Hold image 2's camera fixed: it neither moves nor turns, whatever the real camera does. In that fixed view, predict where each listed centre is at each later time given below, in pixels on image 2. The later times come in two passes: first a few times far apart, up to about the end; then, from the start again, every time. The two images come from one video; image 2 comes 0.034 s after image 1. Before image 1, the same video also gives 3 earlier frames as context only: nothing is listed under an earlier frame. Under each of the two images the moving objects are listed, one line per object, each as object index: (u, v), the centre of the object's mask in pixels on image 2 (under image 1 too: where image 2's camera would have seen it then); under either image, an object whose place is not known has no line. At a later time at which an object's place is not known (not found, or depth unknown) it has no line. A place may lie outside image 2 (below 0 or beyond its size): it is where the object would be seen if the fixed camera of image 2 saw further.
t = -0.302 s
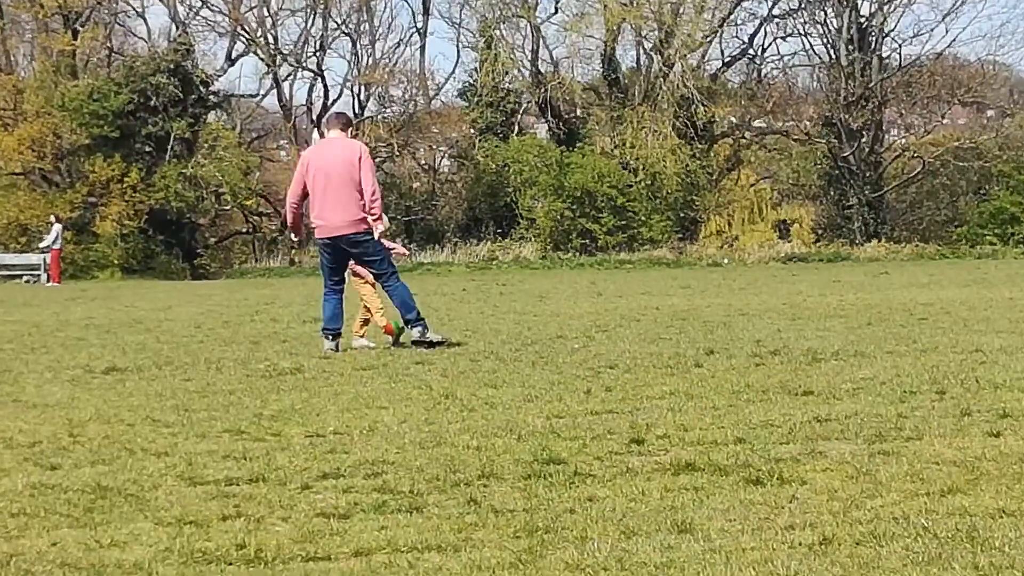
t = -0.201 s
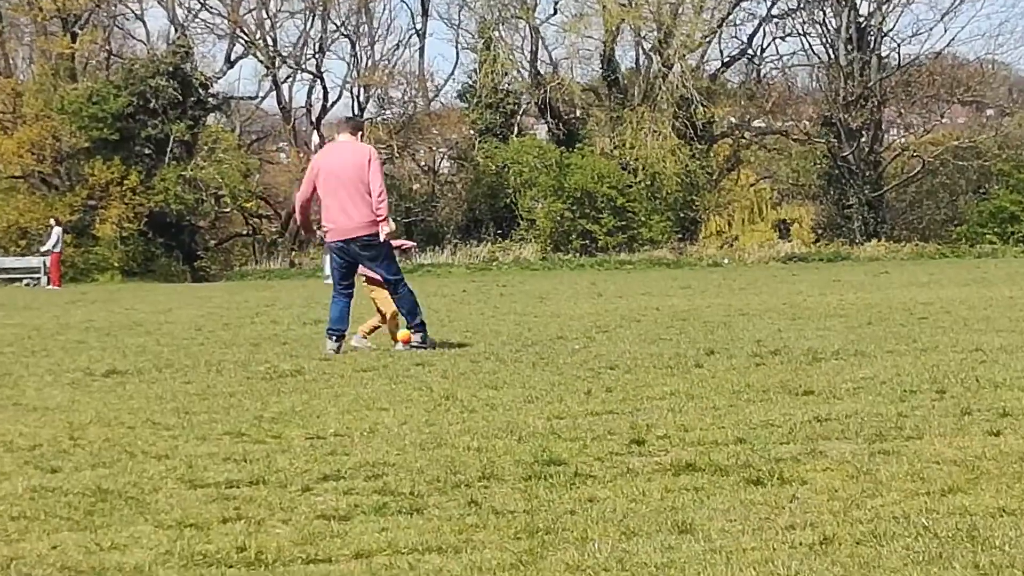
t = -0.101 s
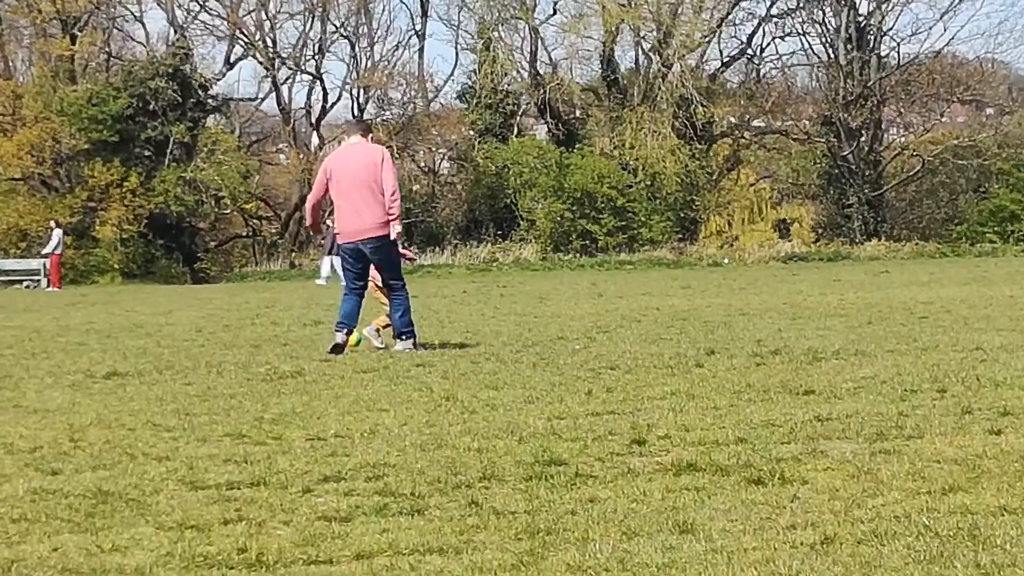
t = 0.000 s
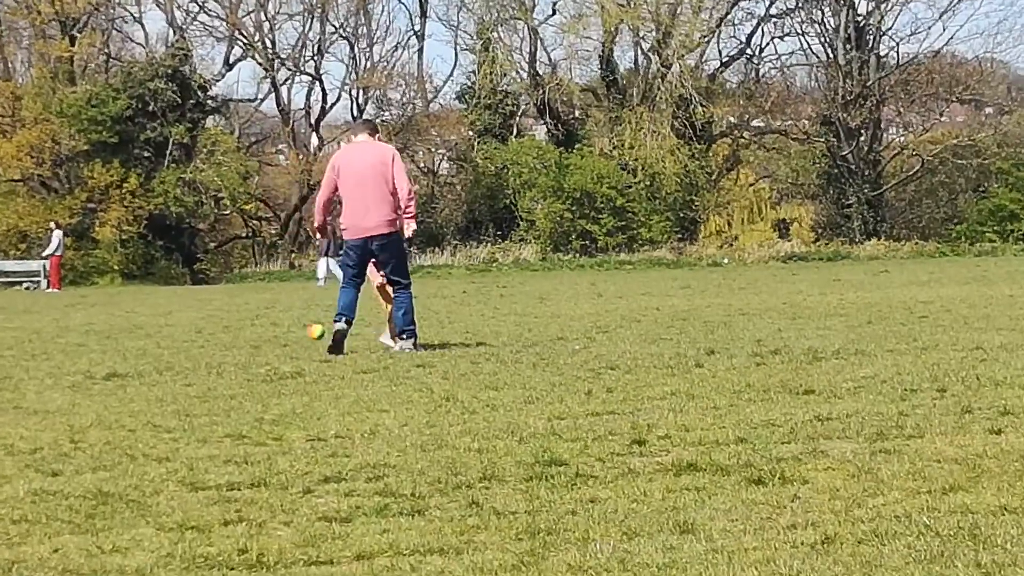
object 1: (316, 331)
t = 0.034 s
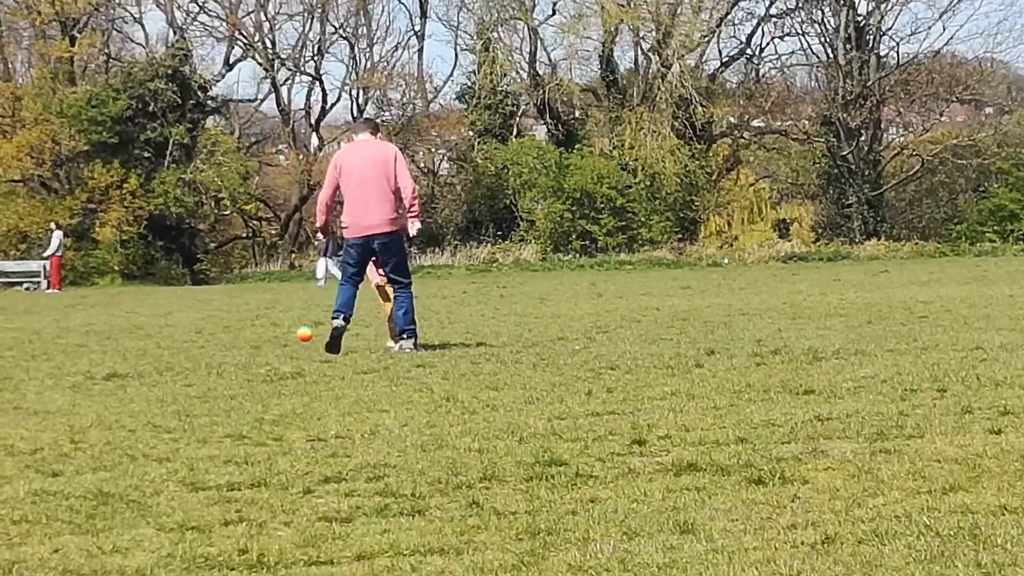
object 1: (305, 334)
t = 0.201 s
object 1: (248, 347)
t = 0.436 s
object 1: (177, 345)
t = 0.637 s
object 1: (120, 358)
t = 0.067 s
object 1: (293, 335)
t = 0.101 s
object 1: (281, 339)
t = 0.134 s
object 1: (271, 344)
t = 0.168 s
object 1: (260, 350)
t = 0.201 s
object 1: (248, 347)
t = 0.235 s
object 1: (238, 343)
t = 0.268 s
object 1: (229, 340)
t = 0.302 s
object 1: (216, 338)
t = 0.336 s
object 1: (206, 337)
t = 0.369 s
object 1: (197, 340)
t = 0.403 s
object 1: (189, 341)
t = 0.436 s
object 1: (177, 345)
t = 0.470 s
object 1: (166, 353)
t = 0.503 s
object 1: (159, 354)
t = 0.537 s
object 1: (148, 354)
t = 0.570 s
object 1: (139, 355)
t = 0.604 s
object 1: (128, 357)
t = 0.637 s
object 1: (120, 358)
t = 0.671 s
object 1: (111, 358)
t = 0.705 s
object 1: (102, 357)
